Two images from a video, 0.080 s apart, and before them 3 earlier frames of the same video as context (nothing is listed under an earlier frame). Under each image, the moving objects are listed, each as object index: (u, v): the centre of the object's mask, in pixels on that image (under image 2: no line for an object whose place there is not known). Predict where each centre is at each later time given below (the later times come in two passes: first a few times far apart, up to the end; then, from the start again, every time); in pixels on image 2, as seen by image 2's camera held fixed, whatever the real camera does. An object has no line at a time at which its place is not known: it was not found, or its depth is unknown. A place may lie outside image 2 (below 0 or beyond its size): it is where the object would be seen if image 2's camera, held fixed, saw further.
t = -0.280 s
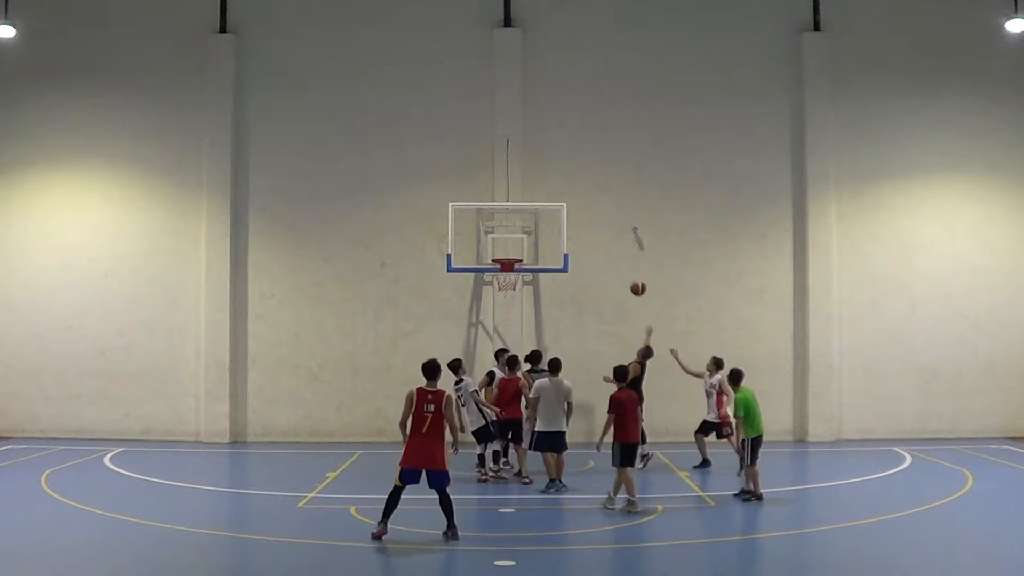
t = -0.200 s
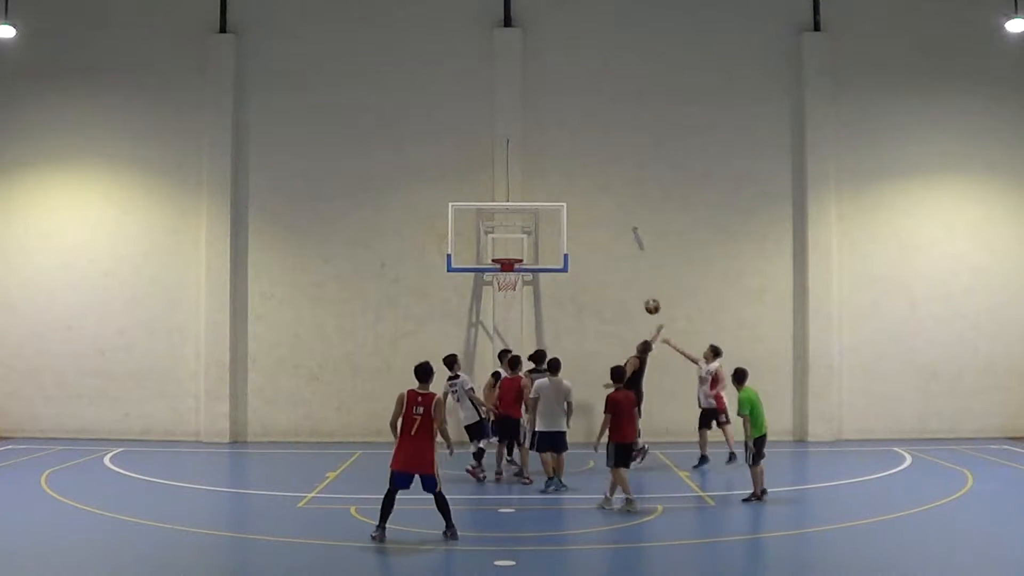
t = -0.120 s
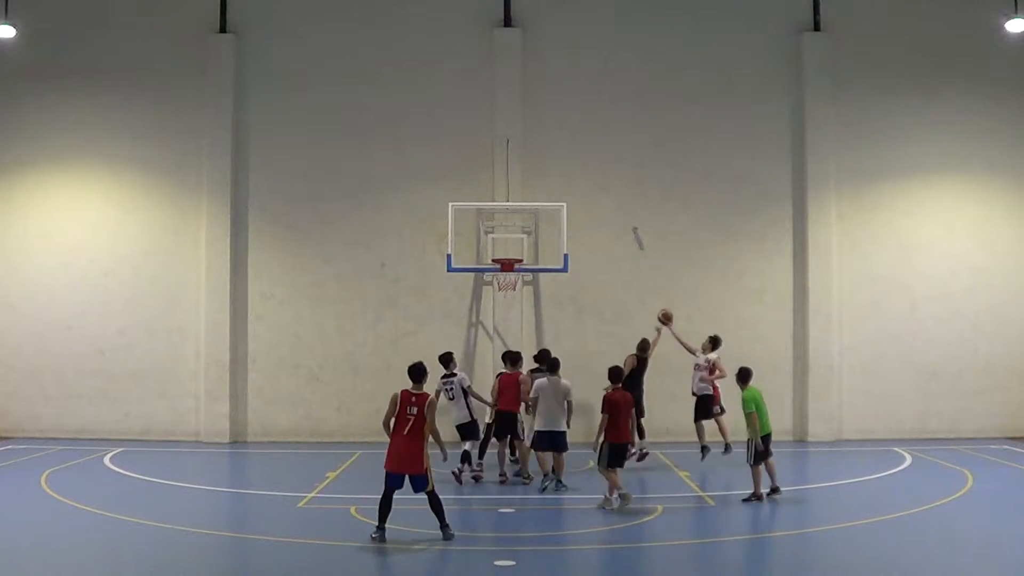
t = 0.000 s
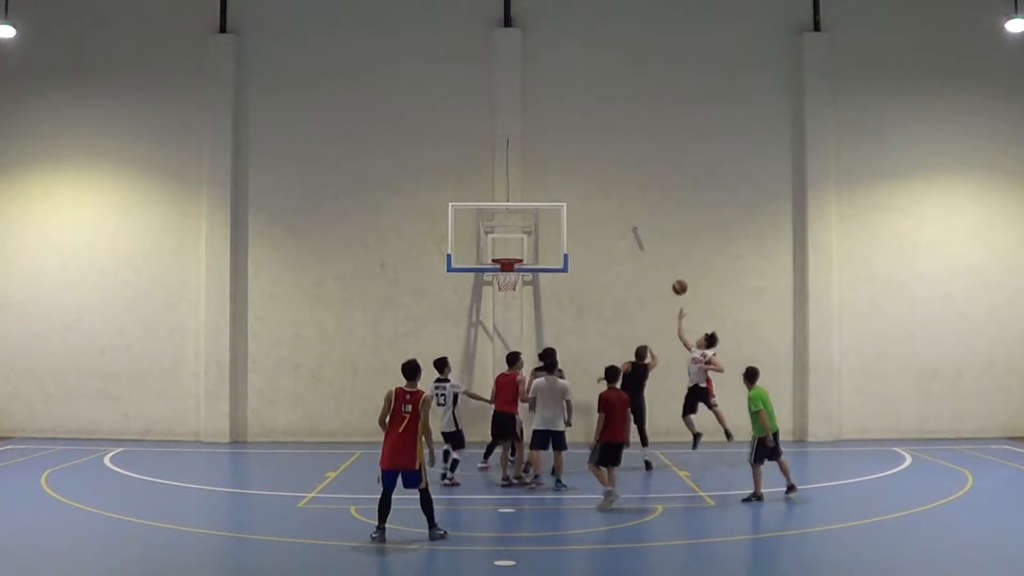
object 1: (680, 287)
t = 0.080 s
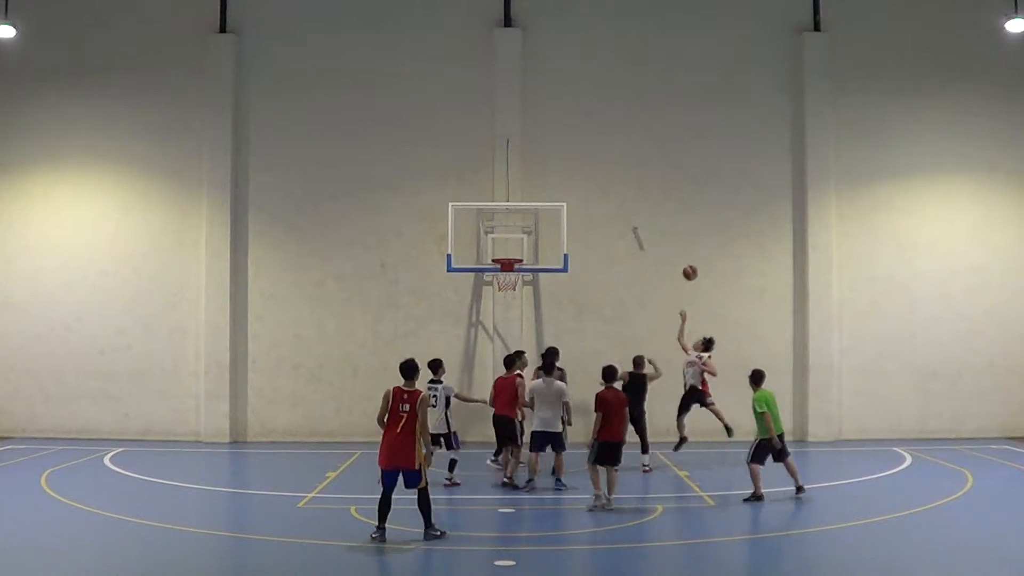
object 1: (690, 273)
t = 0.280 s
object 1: (715, 255)
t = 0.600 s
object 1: (754, 278)
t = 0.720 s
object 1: (768, 303)
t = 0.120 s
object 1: (695, 266)
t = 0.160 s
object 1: (700, 263)
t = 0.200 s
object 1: (705, 259)
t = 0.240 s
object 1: (710, 256)
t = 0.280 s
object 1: (715, 255)
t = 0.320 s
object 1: (720, 255)
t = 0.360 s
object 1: (725, 255)
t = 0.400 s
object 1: (730, 256)
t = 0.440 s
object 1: (735, 258)
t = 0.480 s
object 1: (740, 262)
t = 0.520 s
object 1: (745, 266)
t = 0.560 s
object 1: (750, 272)
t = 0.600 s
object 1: (754, 278)
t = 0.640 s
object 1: (759, 285)
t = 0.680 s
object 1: (763, 294)
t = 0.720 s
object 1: (768, 303)
